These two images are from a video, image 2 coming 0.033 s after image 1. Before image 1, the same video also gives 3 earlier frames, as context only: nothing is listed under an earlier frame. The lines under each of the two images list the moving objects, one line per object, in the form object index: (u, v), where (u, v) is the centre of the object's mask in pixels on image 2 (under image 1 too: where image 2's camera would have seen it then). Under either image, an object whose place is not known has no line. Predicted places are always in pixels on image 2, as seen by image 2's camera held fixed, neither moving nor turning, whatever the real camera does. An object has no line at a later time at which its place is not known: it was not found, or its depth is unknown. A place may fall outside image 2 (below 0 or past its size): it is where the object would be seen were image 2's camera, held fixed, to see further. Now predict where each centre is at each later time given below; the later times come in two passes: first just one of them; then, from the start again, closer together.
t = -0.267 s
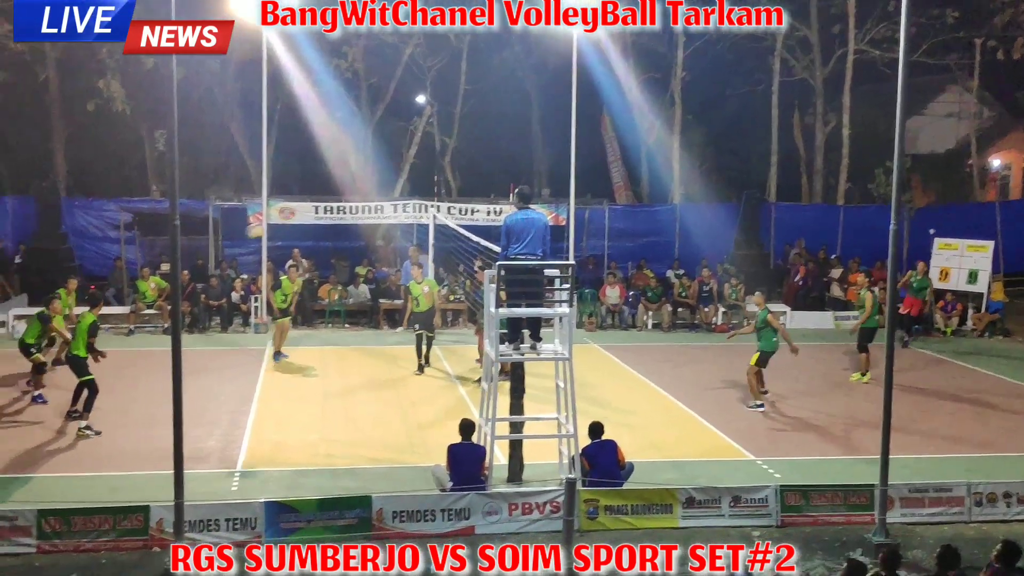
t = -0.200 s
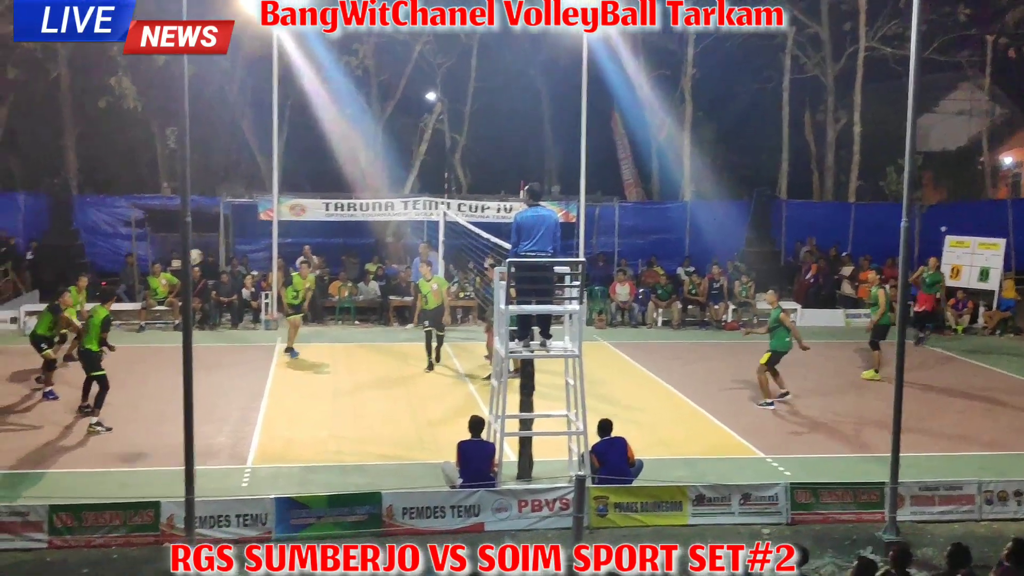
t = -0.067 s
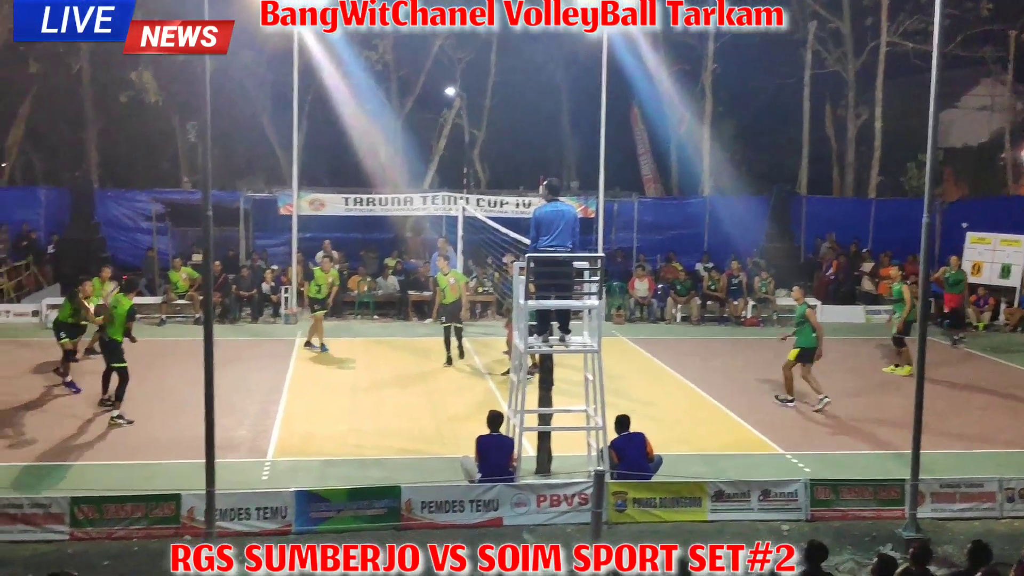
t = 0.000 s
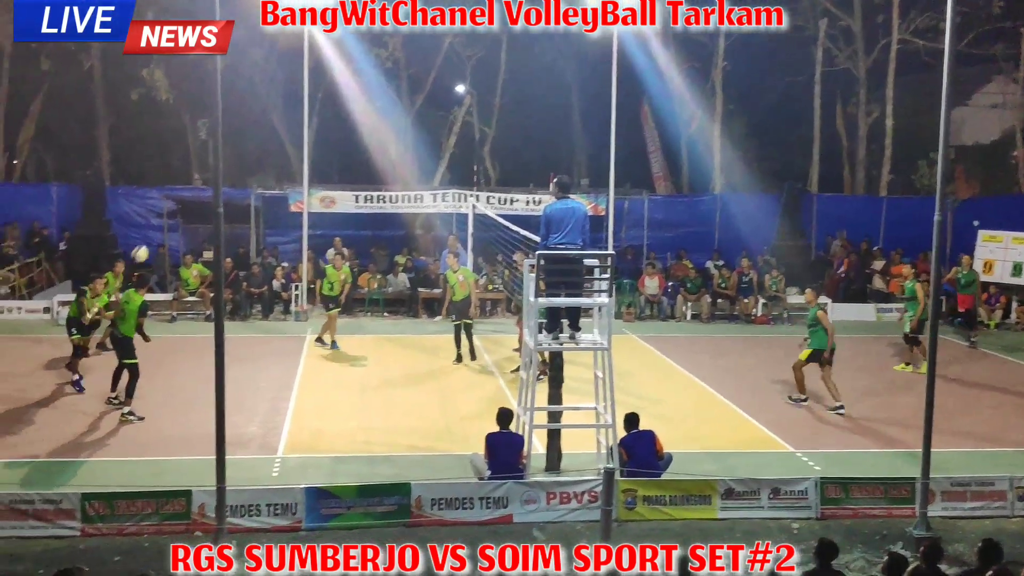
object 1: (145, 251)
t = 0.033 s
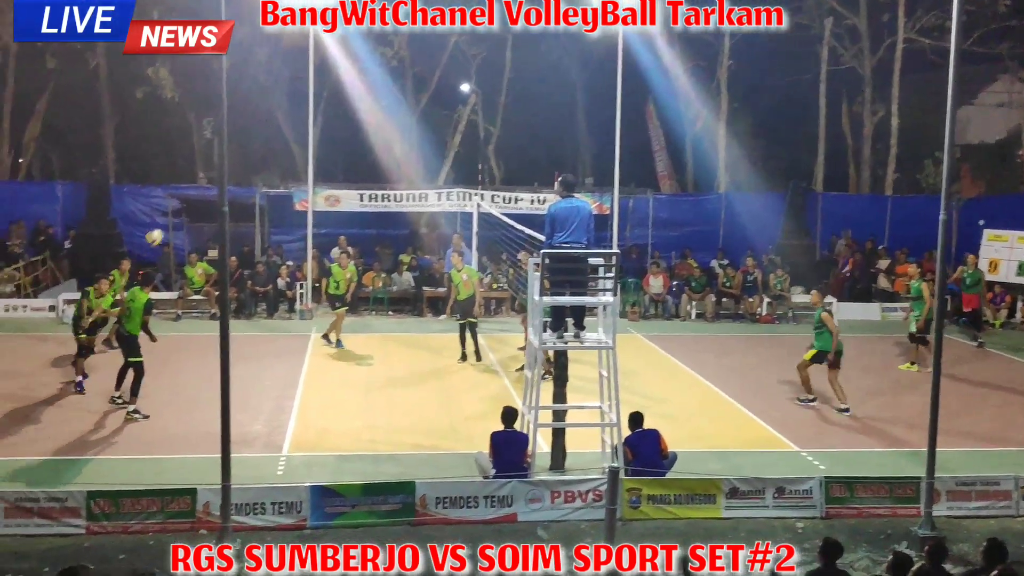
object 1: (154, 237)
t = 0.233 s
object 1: (212, 164)
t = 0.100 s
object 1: (175, 209)
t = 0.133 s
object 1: (184, 197)
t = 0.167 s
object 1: (194, 185)
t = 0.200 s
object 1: (203, 174)
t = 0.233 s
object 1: (212, 164)
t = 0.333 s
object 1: (240, 140)
